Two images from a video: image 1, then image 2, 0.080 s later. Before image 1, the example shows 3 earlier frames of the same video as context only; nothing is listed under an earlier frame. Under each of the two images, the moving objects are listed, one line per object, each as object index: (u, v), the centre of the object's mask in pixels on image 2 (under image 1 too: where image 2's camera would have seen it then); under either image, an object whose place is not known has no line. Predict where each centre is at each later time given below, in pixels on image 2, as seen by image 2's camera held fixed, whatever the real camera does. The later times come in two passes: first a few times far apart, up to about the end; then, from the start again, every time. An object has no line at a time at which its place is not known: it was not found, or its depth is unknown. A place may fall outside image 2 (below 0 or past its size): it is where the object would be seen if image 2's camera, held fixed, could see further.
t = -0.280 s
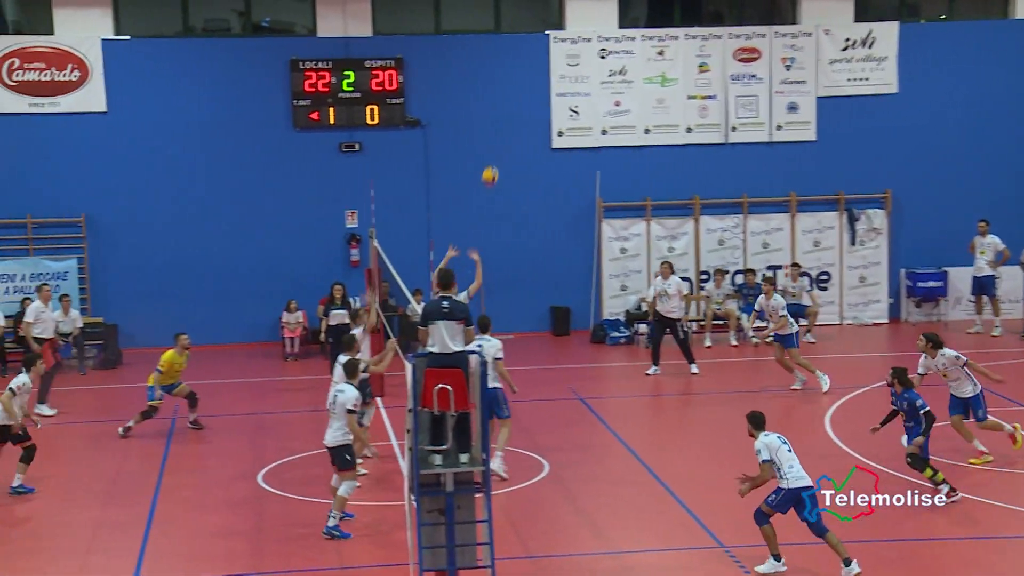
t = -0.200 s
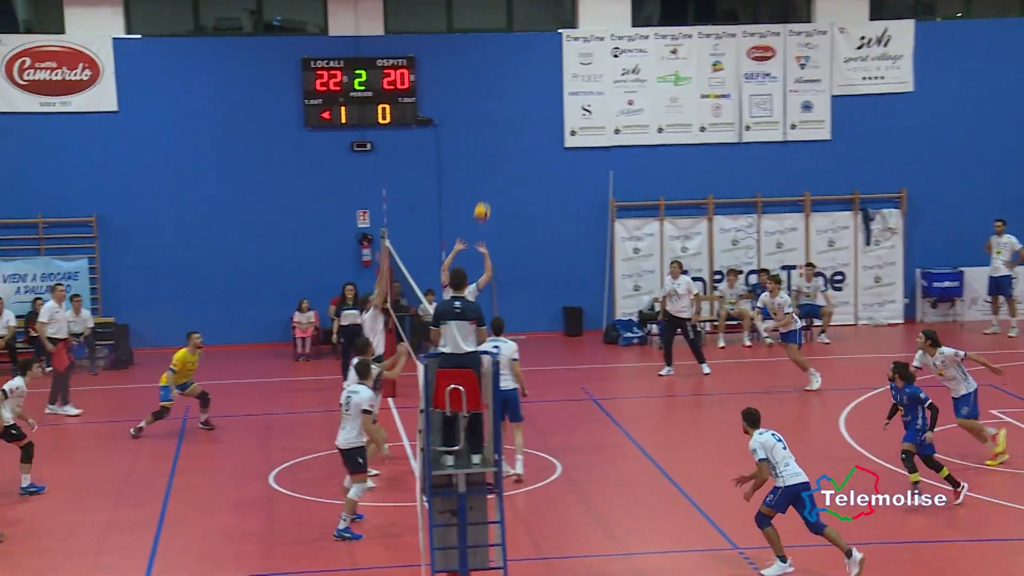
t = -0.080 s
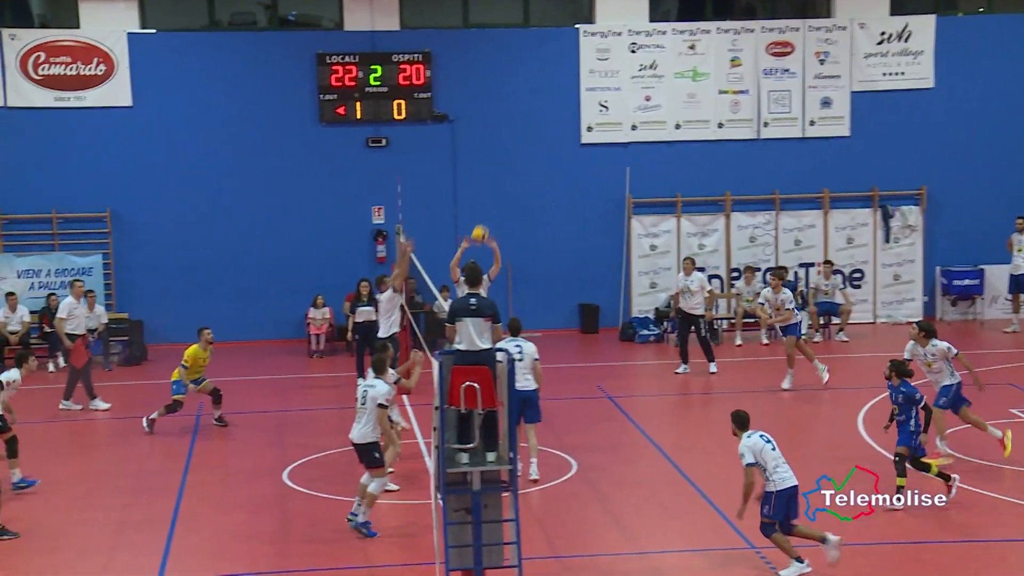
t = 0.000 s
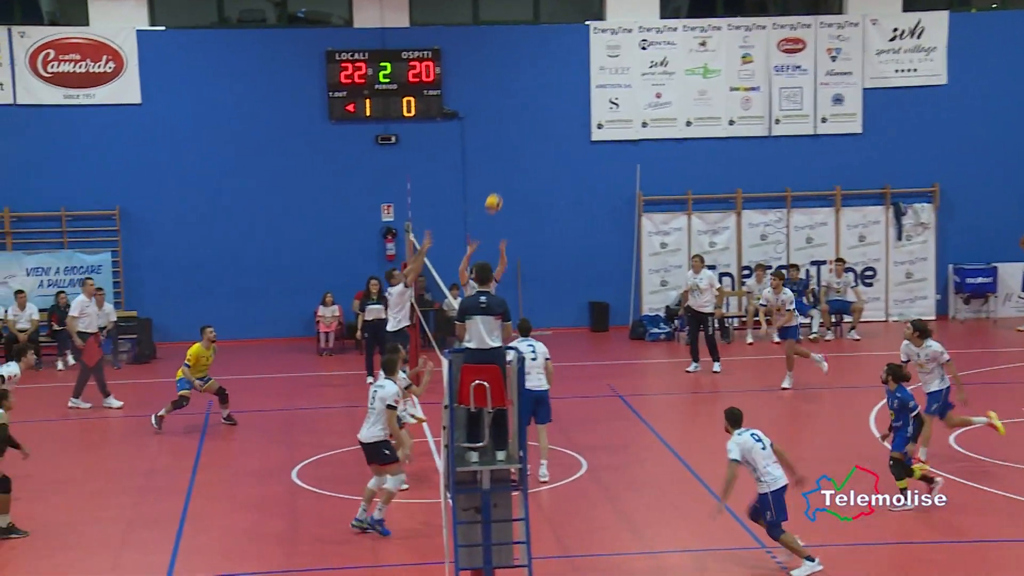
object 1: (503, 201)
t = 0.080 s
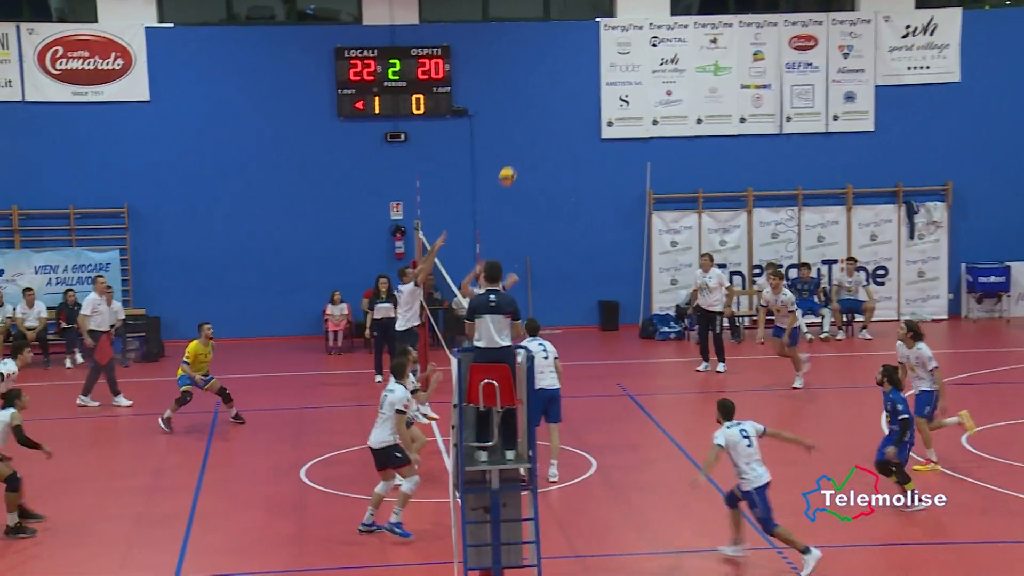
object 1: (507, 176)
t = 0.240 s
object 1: (515, 140)
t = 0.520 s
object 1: (531, 123)
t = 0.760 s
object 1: (549, 164)
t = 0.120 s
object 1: (509, 165)
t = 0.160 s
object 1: (511, 156)
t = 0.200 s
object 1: (513, 147)
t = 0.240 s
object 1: (515, 140)
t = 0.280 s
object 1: (518, 134)
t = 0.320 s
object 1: (519, 128)
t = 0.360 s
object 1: (522, 125)
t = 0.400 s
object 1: (524, 122)
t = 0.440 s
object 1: (526, 121)
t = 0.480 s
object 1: (529, 122)
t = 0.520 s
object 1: (531, 123)
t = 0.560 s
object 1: (534, 126)
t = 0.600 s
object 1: (537, 131)
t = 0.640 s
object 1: (540, 137)
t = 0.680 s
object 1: (543, 144)
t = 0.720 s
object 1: (546, 153)
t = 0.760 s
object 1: (549, 164)
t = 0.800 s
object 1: (552, 176)
